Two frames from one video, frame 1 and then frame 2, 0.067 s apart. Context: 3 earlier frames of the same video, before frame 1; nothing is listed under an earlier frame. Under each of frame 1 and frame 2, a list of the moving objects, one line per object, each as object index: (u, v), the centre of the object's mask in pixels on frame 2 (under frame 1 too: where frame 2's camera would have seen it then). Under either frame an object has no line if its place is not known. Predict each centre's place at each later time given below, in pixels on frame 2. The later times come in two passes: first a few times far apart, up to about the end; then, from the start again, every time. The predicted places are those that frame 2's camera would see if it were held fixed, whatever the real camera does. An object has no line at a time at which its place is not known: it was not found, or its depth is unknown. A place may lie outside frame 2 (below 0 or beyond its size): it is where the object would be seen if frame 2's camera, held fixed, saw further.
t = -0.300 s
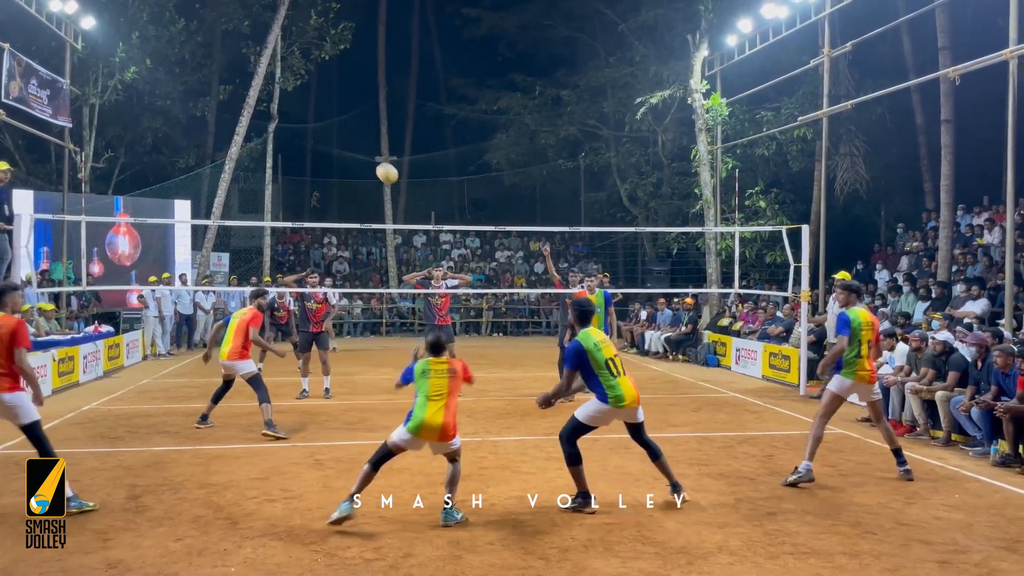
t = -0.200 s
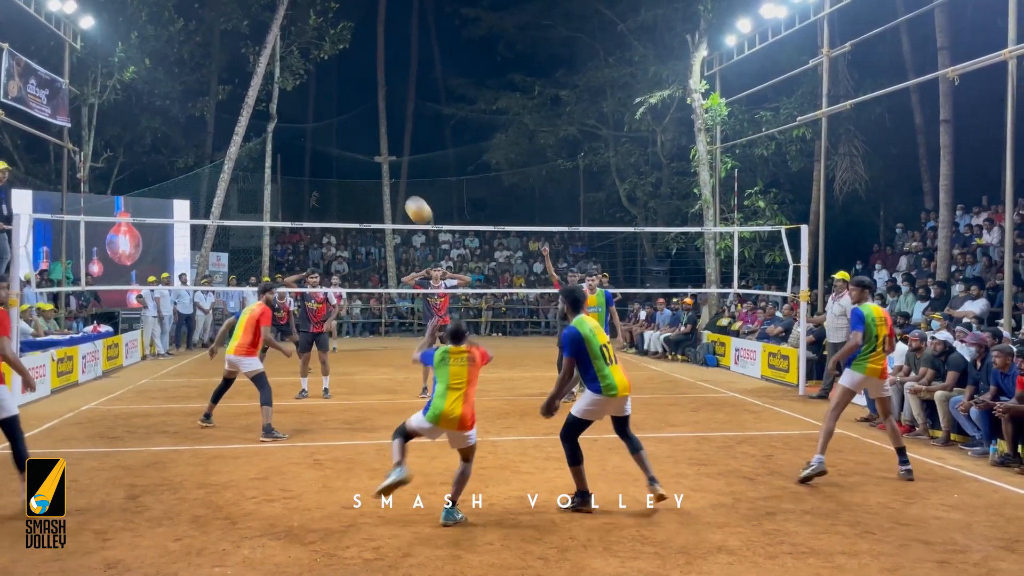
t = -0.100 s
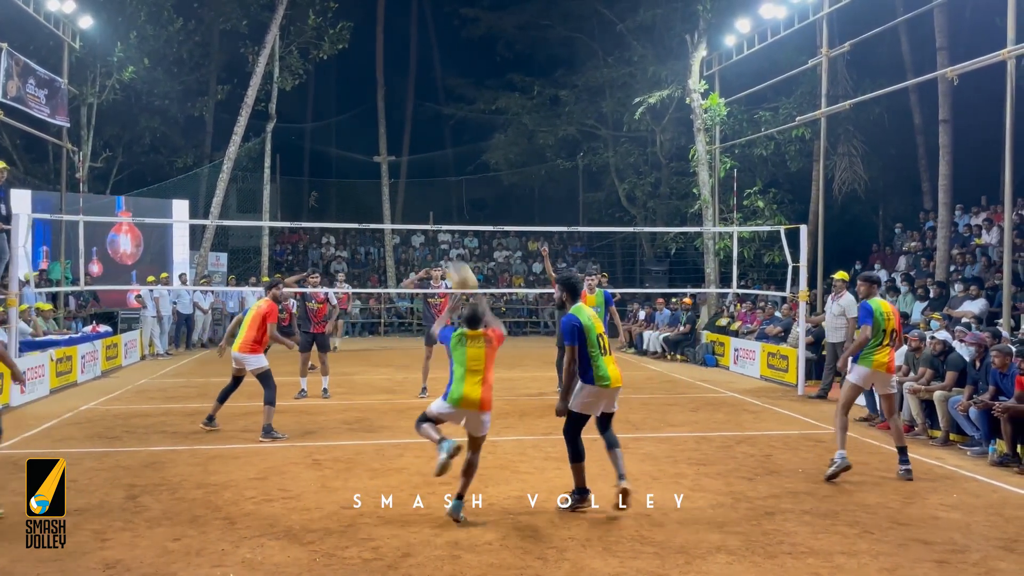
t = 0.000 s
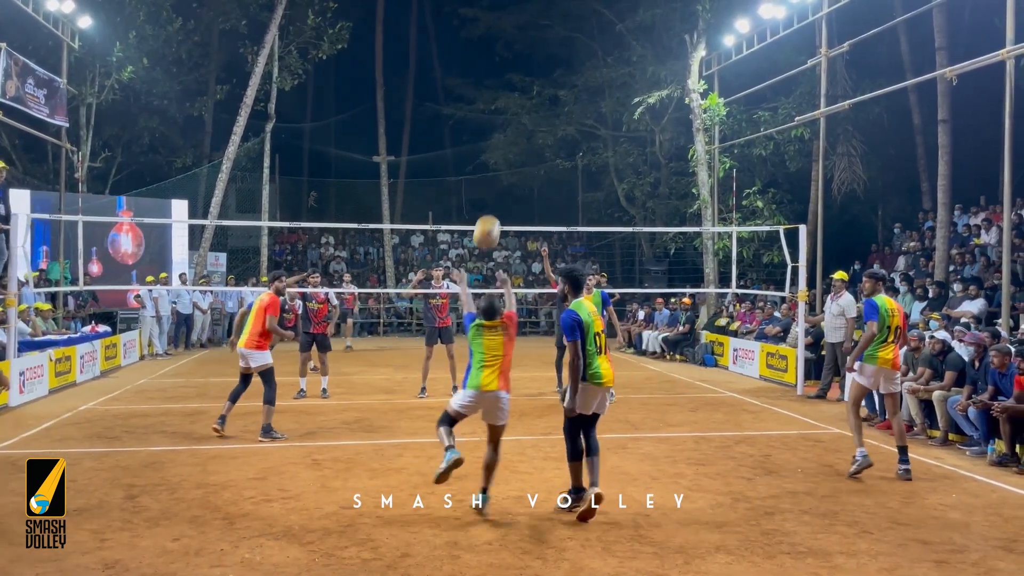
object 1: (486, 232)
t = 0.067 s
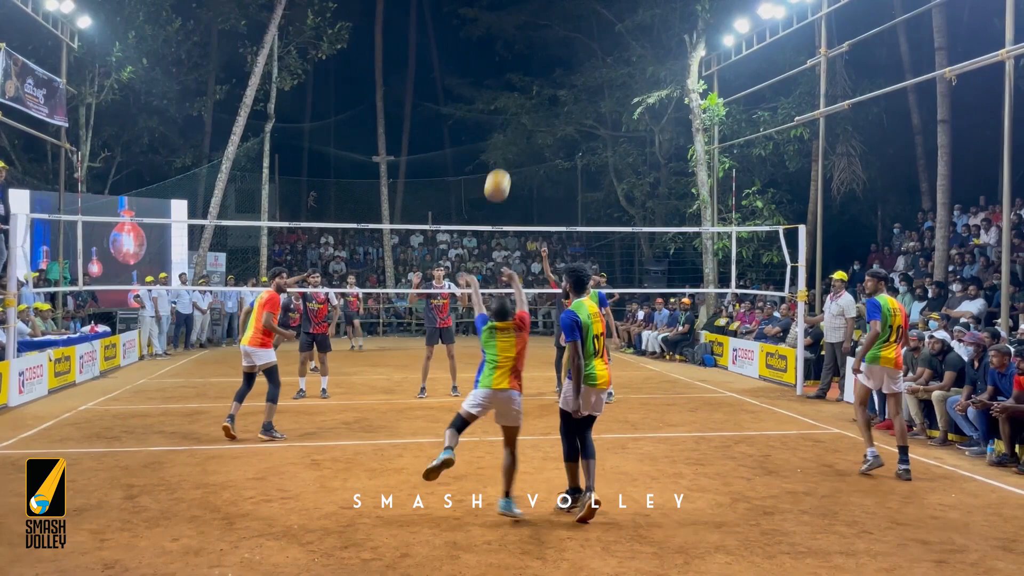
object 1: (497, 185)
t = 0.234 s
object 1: (521, 103)
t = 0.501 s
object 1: (550, 53)
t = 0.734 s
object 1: (571, 67)
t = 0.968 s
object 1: (588, 120)
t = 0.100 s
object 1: (502, 165)
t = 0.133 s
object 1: (507, 146)
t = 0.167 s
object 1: (512, 130)
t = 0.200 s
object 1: (516, 115)
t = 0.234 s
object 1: (521, 103)
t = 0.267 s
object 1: (525, 92)
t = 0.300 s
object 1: (529, 82)
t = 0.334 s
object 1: (533, 74)
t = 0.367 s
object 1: (537, 67)
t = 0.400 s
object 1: (540, 62)
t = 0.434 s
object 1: (544, 58)
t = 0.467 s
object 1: (547, 55)
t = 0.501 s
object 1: (550, 53)
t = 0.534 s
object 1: (554, 52)
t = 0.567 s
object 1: (557, 52)
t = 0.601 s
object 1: (560, 53)
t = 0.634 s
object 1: (563, 55)
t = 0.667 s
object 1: (566, 58)
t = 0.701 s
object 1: (568, 62)
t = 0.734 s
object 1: (571, 67)
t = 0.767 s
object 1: (574, 72)
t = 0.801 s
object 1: (576, 78)
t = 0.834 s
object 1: (579, 85)
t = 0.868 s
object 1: (581, 93)
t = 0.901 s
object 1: (584, 101)
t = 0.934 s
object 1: (586, 110)
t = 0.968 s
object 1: (588, 120)
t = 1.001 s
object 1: (590, 130)
